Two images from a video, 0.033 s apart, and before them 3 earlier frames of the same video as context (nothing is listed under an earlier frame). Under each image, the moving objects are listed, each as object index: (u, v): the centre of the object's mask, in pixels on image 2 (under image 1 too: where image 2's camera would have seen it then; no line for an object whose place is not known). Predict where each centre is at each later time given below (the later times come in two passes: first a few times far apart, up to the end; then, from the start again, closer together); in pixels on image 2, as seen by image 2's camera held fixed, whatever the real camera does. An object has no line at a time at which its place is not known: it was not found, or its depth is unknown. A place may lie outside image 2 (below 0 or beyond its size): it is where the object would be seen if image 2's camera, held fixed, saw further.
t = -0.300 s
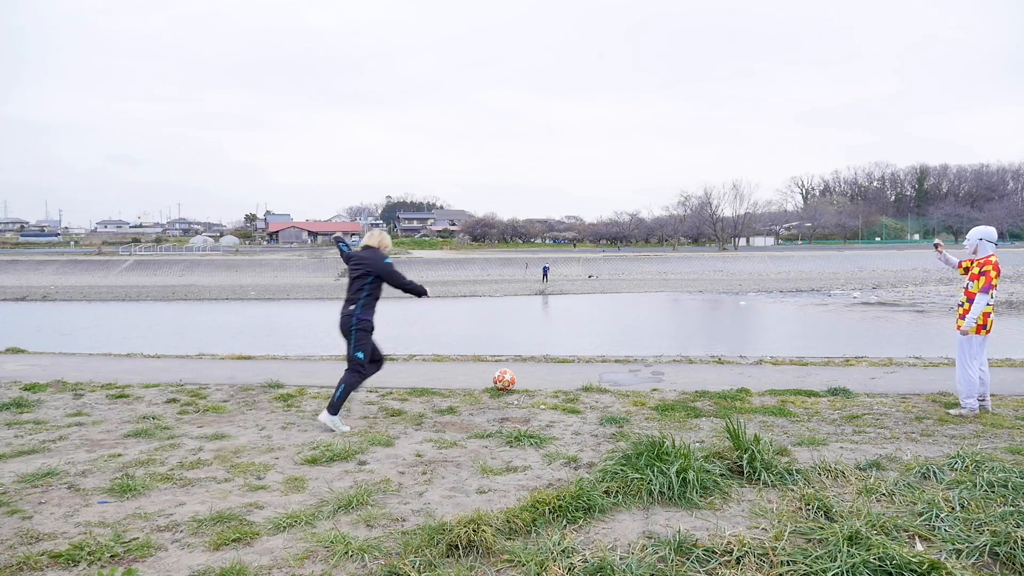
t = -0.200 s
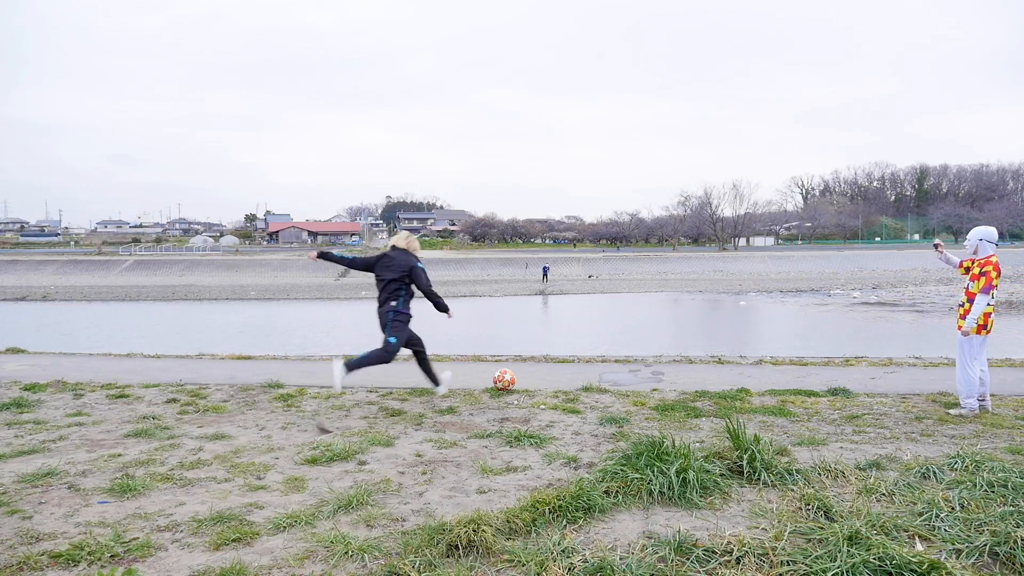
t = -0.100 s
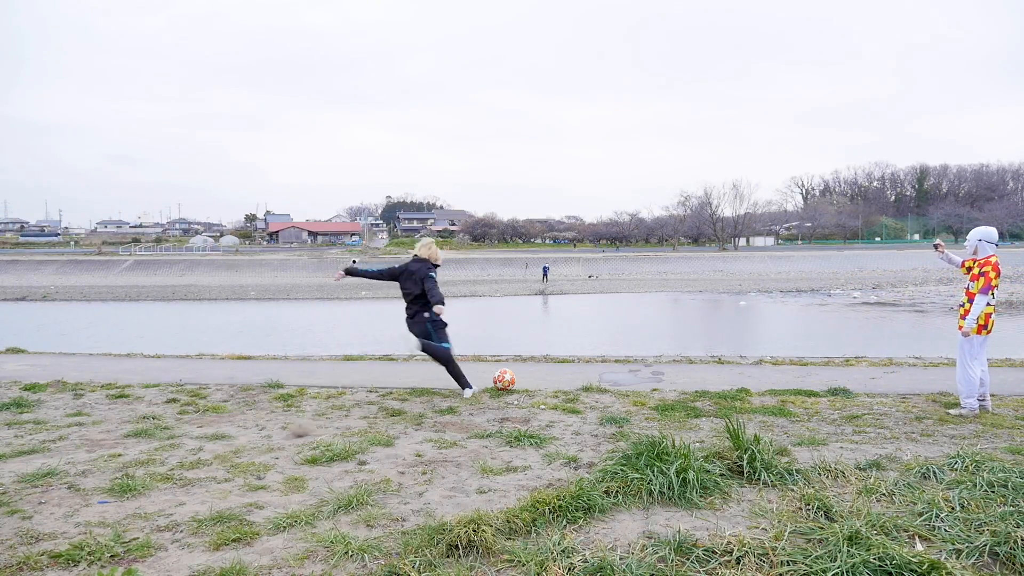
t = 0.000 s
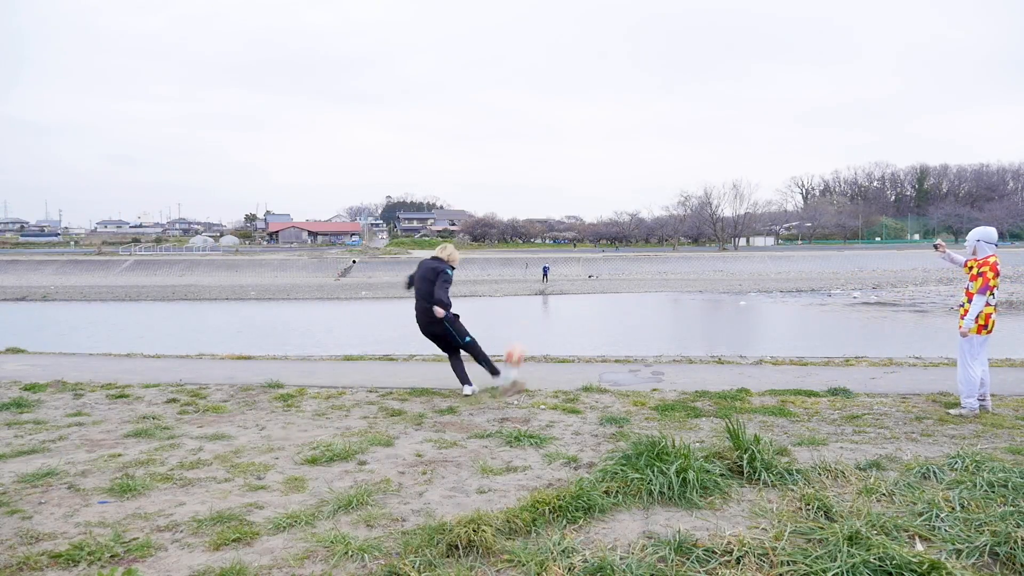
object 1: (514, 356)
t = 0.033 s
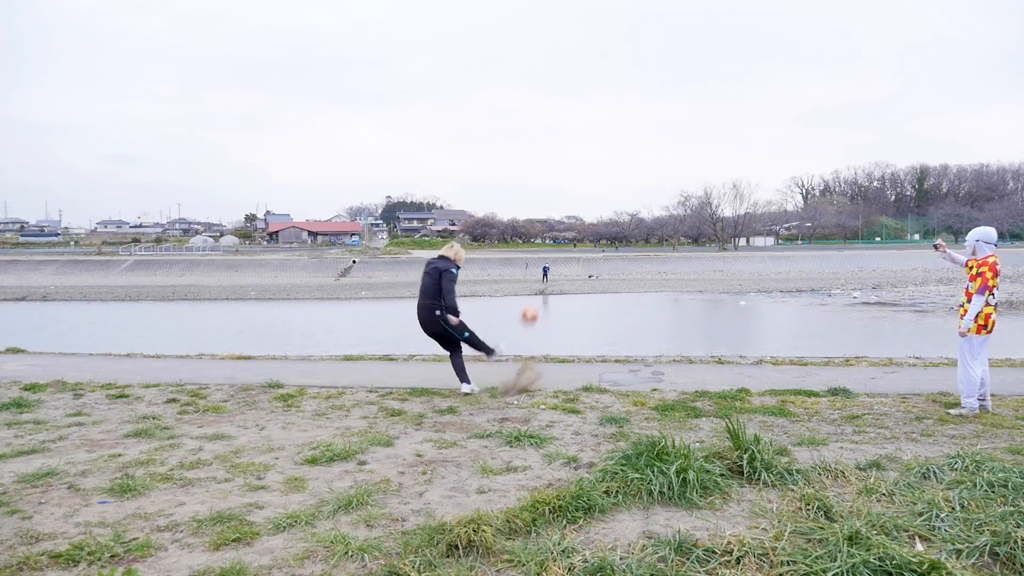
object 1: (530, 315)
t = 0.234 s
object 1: (584, 172)
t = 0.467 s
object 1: (611, 103)
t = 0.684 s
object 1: (624, 79)
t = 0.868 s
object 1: (631, 73)
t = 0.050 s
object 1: (537, 295)
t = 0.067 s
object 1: (542, 280)
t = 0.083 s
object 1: (547, 265)
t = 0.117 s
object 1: (558, 237)
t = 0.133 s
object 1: (562, 228)
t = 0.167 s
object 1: (570, 206)
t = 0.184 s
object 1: (574, 197)
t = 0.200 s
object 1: (578, 187)
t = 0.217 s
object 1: (581, 179)
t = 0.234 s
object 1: (584, 172)
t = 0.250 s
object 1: (586, 164)
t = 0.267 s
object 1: (589, 158)
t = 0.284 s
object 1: (591, 151)
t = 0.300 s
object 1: (594, 145)
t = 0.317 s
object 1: (596, 140)
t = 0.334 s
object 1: (598, 134)
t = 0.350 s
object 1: (600, 129)
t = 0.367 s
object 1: (602, 125)
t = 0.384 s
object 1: (604, 121)
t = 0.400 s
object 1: (605, 117)
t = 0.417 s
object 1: (607, 113)
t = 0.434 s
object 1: (608, 110)
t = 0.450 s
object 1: (610, 106)
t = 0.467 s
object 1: (611, 103)
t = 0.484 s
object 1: (612, 100)
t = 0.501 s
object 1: (613, 98)
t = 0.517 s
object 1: (614, 95)
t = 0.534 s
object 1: (616, 93)
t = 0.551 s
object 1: (617, 91)
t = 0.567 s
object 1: (618, 89)
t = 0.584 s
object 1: (619, 87)
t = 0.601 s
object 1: (620, 85)
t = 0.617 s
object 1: (621, 84)
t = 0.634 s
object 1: (621, 83)
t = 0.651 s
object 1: (622, 81)
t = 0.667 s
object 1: (623, 80)
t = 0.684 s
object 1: (624, 79)
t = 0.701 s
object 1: (625, 78)
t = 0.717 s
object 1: (625, 77)
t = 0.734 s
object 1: (626, 76)
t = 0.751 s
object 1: (627, 76)
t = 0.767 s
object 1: (627, 75)
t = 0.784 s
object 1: (628, 75)
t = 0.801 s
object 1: (629, 74)
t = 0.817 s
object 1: (629, 74)
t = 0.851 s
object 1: (630, 73)
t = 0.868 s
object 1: (631, 73)
